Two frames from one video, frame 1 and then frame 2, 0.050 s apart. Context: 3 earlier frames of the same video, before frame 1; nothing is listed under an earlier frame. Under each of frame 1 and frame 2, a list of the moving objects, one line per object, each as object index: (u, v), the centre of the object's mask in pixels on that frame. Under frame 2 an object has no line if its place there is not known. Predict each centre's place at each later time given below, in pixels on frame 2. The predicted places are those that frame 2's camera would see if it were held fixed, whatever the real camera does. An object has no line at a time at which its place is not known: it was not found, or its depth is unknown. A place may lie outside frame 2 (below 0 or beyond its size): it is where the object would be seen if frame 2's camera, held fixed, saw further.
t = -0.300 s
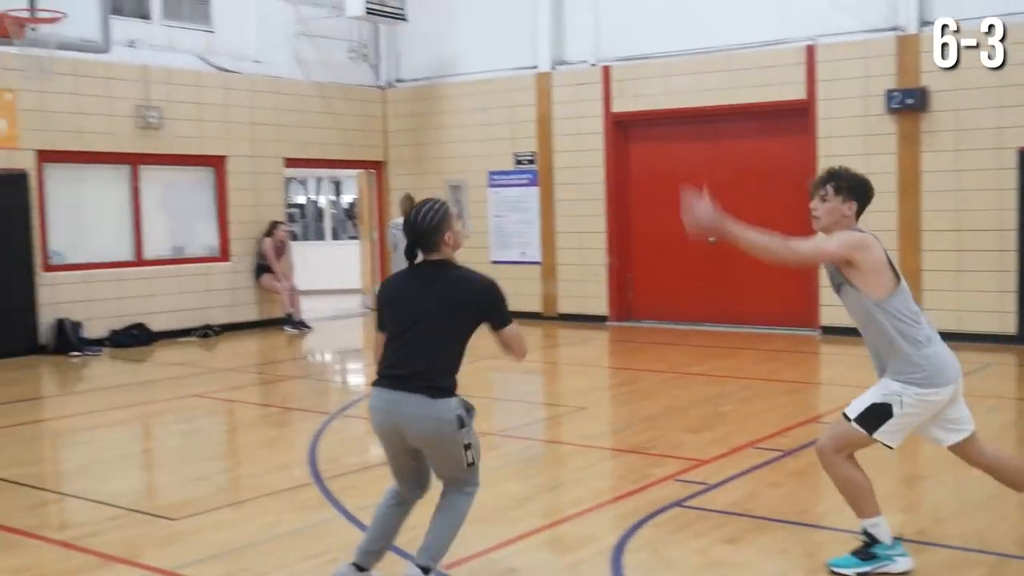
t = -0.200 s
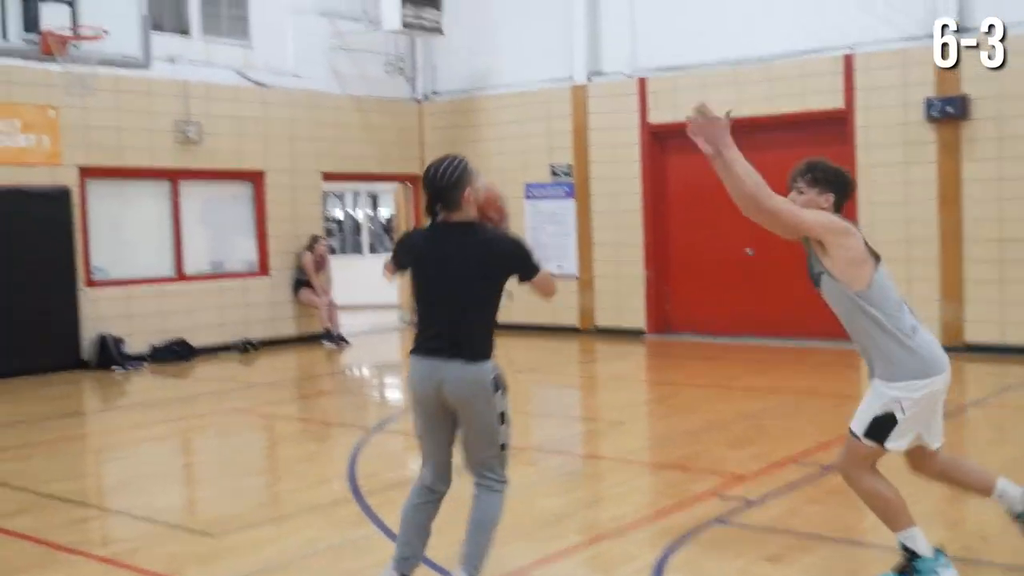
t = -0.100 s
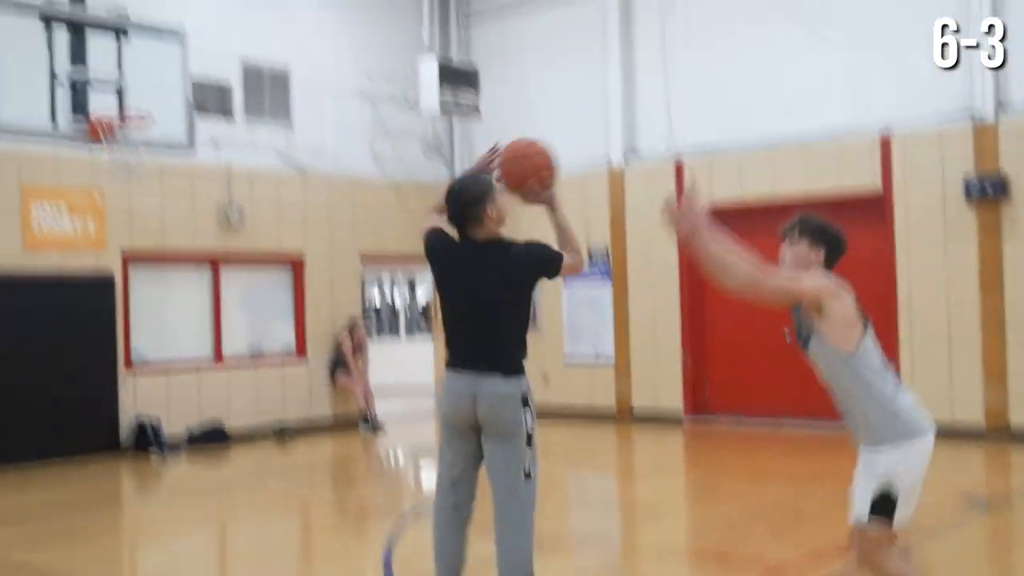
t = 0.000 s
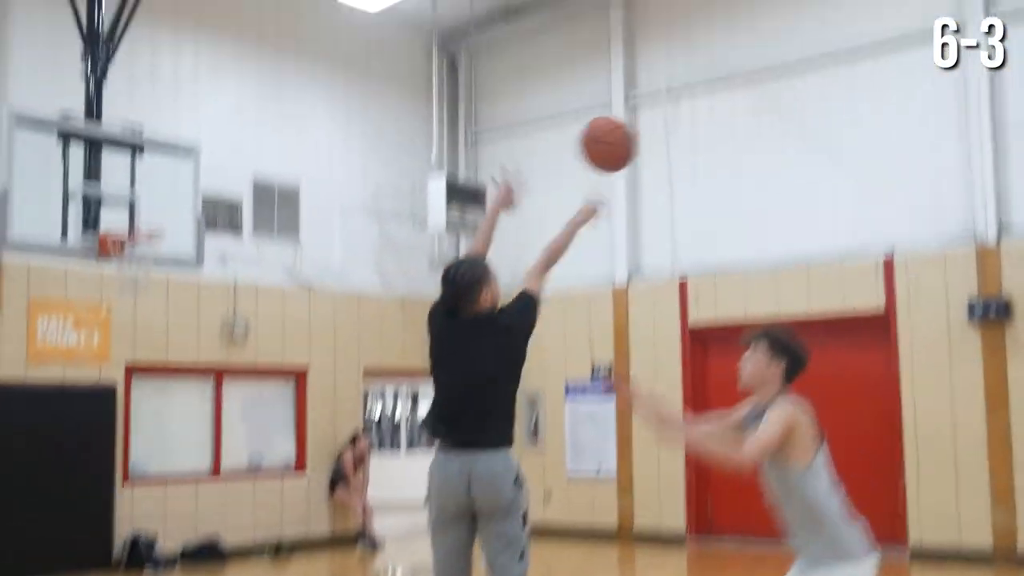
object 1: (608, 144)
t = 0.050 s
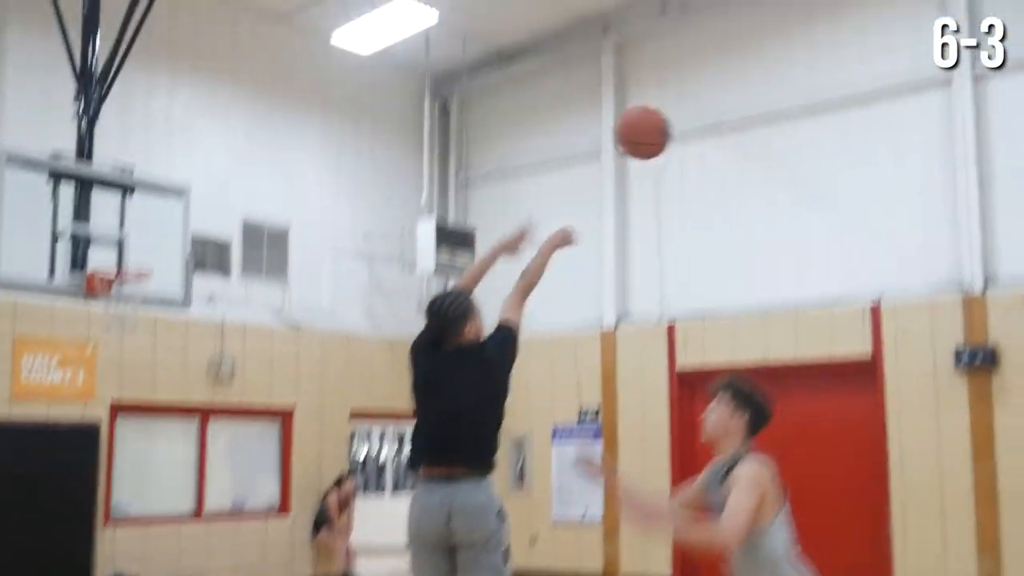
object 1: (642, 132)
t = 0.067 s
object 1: (660, 115)
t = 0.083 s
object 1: (676, 100)
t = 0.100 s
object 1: (690, 85)
